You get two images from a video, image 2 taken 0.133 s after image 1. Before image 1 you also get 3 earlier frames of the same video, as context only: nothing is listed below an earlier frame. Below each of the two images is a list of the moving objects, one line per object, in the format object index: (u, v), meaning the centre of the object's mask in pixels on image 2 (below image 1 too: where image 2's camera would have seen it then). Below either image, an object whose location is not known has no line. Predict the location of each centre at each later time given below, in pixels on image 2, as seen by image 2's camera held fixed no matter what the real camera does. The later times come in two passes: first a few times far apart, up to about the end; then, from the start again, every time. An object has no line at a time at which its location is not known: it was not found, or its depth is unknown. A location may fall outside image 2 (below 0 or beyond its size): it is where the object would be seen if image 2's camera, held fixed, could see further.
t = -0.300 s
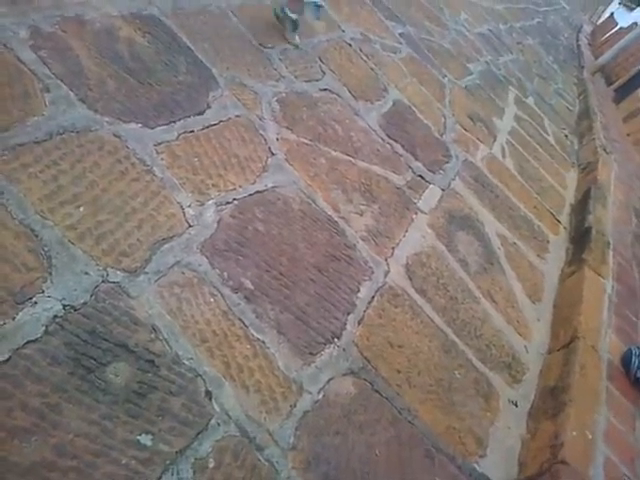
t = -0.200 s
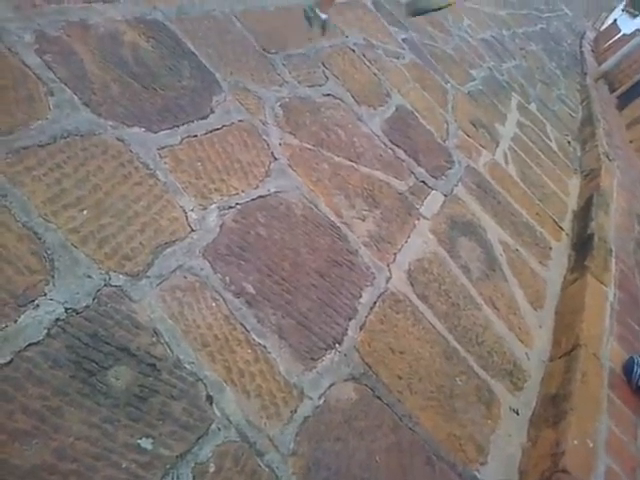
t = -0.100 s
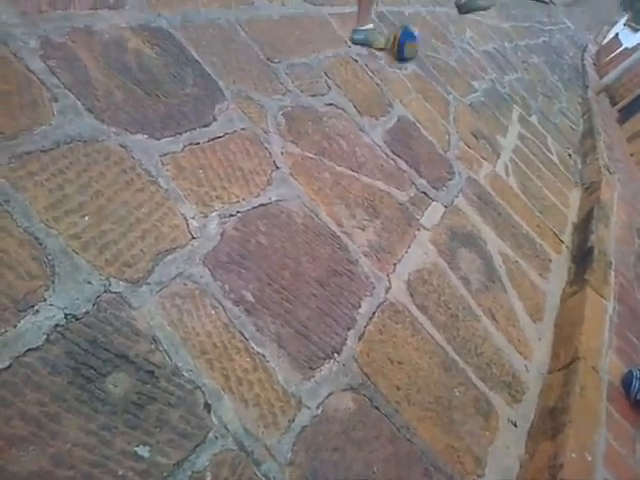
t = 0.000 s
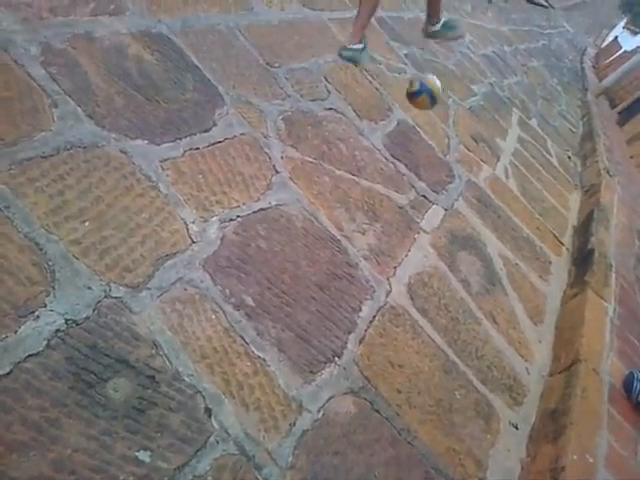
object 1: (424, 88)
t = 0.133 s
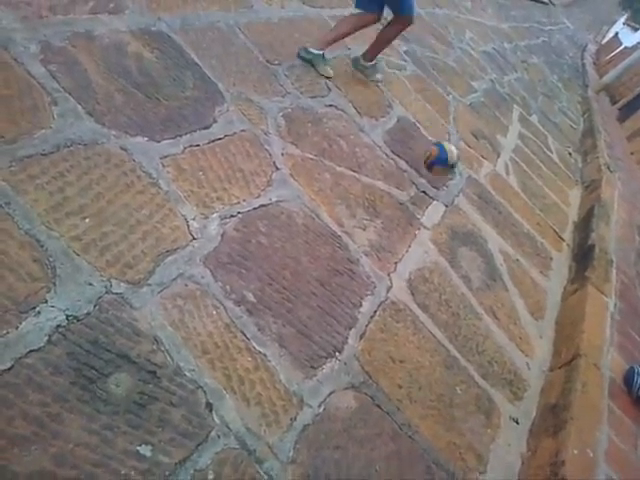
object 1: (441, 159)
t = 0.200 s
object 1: (442, 198)
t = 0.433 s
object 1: (513, 212)
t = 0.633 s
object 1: (521, 272)
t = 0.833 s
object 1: (546, 313)
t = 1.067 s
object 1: (547, 344)
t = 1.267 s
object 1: (527, 331)
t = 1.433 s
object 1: (511, 318)
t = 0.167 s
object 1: (441, 180)
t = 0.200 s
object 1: (442, 198)
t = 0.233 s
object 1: (454, 196)
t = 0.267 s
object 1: (467, 196)
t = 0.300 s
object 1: (479, 197)
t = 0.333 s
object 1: (490, 200)
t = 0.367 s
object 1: (498, 203)
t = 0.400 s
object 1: (507, 207)
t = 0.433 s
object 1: (513, 212)
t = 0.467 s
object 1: (518, 220)
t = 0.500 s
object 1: (523, 228)
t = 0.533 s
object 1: (524, 238)
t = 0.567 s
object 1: (523, 248)
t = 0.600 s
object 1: (523, 259)
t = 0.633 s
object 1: (521, 272)
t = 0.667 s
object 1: (518, 287)
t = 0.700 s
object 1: (510, 298)
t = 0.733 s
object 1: (519, 301)
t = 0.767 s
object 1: (531, 303)
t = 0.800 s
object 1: (539, 308)
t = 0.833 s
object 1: (546, 313)
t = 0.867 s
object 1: (552, 319)
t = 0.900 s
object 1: (556, 326)
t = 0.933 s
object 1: (560, 334)
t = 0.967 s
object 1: (561, 344)
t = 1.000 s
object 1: (558, 344)
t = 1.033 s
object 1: (553, 343)
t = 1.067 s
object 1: (547, 344)
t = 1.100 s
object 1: (539, 343)
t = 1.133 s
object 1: (539, 338)
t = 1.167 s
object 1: (538, 335)
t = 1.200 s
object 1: (536, 332)
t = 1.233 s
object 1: (533, 331)
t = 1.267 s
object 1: (527, 331)
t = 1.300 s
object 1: (523, 329)
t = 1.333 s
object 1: (521, 325)
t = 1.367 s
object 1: (518, 323)
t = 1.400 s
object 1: (514, 321)
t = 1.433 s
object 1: (511, 318)
